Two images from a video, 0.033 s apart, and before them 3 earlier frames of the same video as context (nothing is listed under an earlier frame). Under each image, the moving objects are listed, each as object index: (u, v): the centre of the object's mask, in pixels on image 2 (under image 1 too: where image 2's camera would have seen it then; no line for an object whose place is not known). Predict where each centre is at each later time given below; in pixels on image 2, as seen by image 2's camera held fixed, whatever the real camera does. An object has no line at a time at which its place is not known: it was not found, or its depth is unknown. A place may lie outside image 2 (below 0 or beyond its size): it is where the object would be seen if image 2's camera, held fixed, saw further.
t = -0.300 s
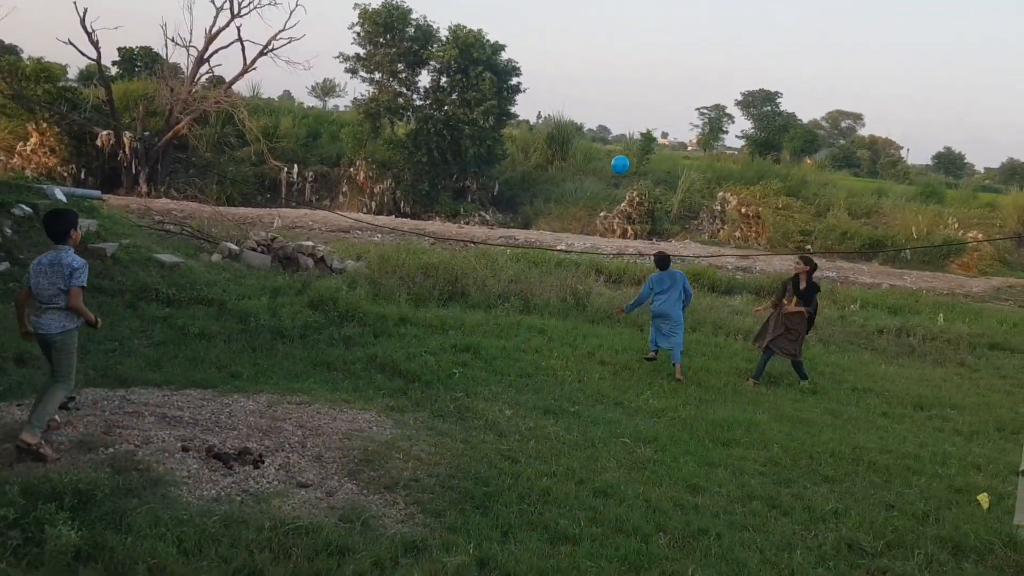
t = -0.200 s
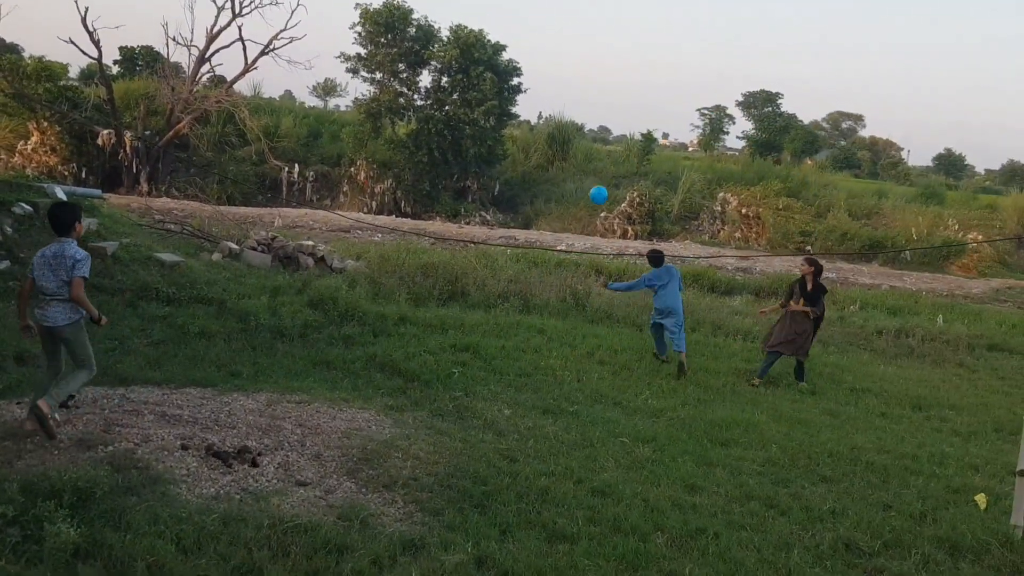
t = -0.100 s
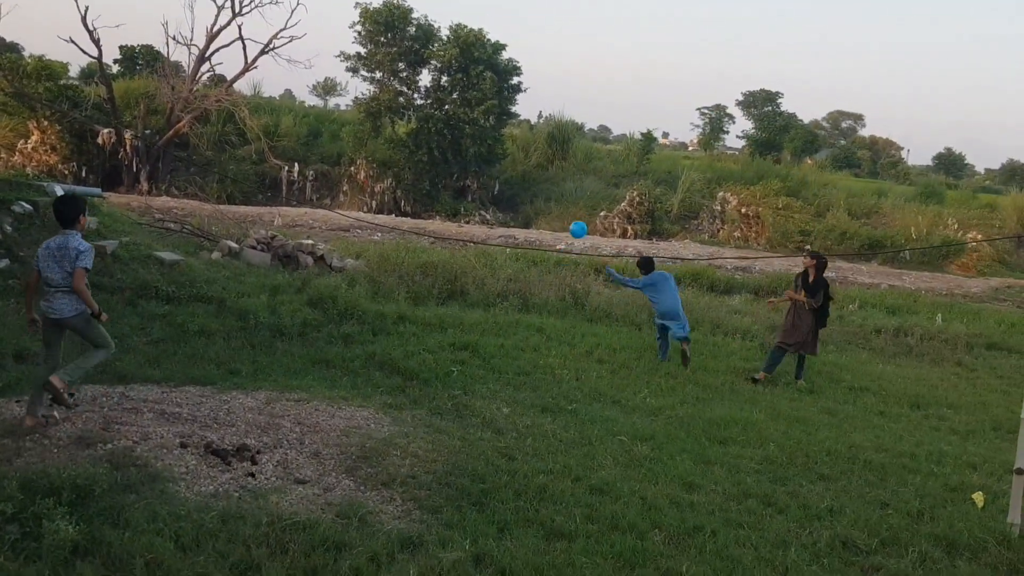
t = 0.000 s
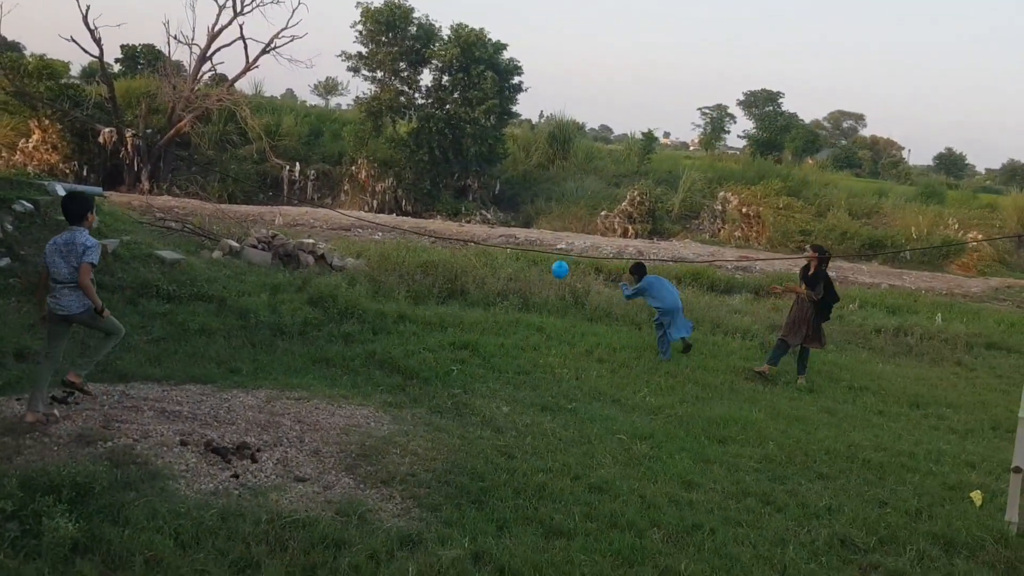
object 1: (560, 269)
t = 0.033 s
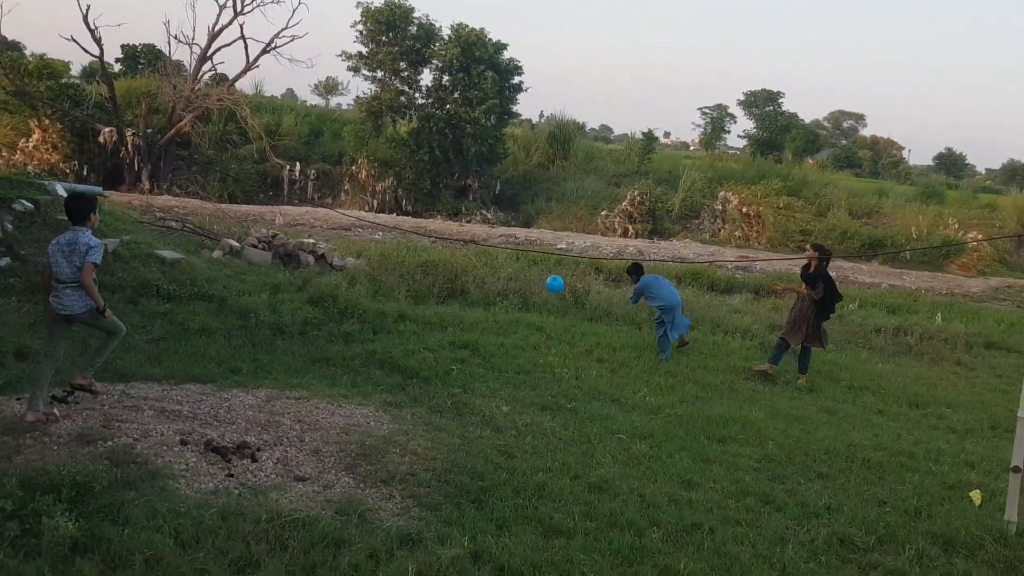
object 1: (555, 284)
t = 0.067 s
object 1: (550, 299)
